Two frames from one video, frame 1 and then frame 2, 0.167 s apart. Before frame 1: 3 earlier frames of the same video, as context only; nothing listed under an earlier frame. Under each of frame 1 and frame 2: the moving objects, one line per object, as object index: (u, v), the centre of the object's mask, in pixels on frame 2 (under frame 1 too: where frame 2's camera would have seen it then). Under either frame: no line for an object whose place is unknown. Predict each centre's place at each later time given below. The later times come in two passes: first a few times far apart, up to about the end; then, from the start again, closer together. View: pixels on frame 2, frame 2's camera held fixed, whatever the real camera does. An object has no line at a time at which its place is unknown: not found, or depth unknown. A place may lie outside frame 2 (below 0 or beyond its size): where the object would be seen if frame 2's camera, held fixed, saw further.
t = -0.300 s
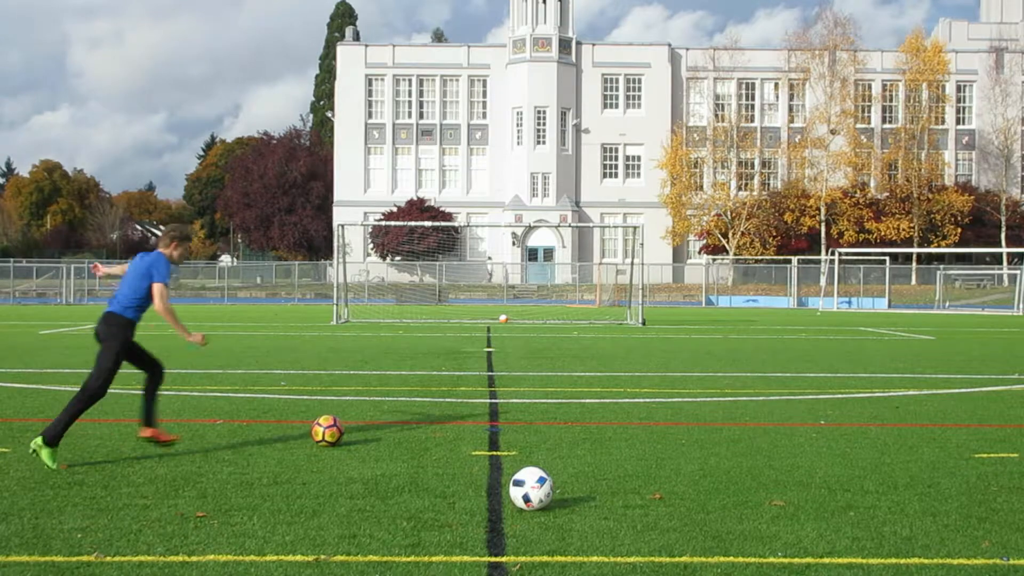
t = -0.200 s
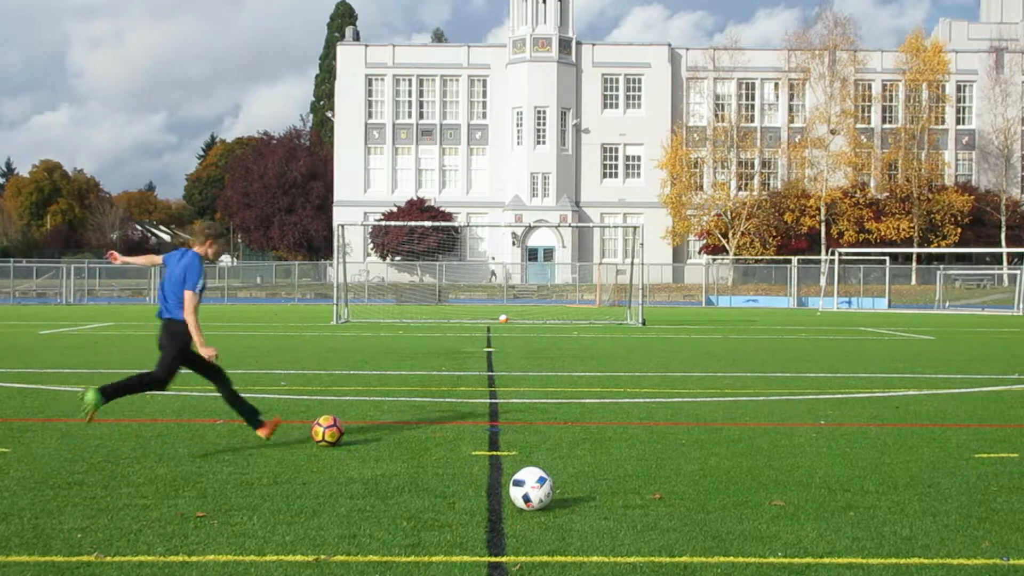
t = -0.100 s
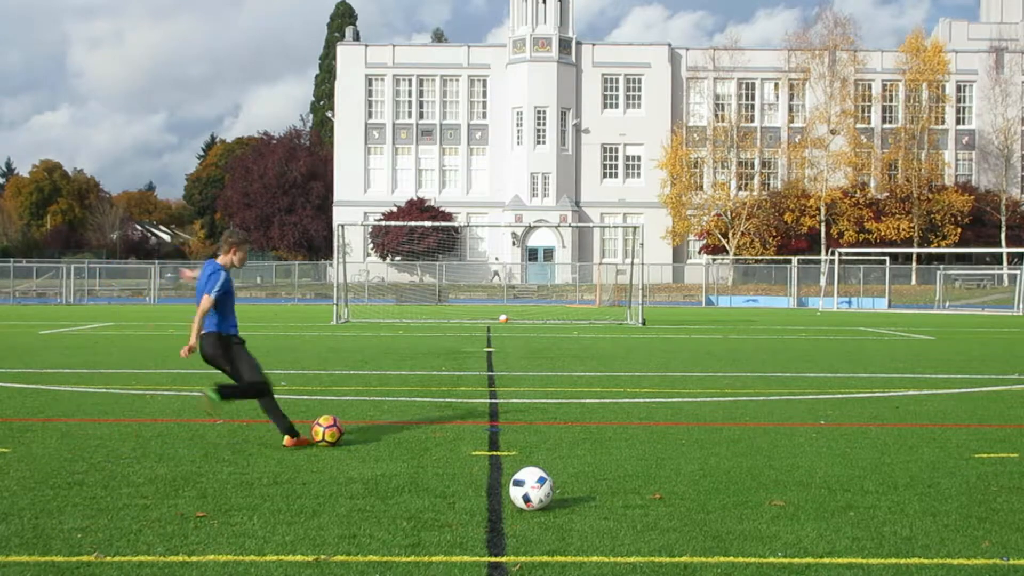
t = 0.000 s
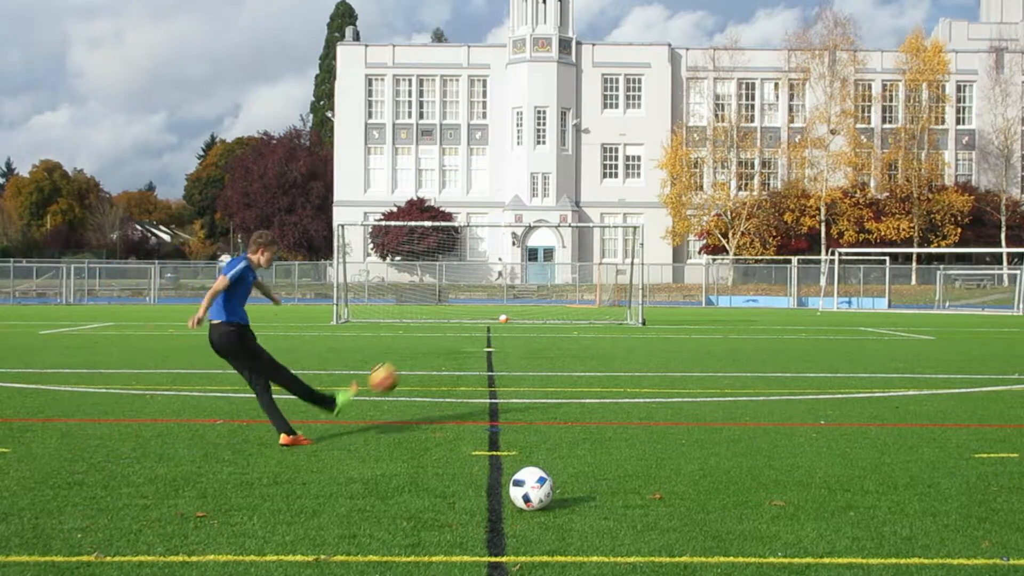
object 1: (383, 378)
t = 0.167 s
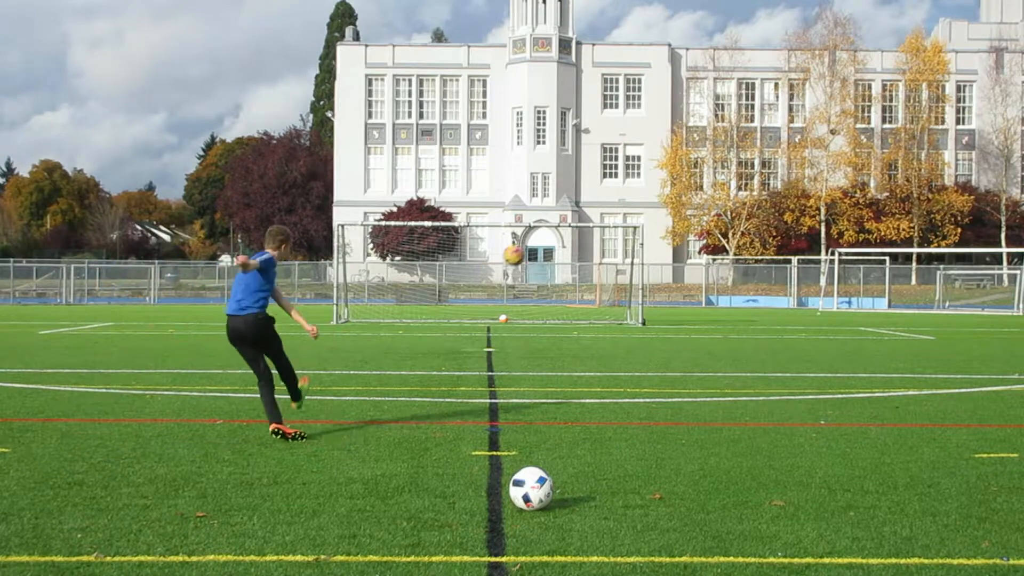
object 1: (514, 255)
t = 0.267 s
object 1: (555, 218)
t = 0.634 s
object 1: (615, 184)
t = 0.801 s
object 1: (618, 194)
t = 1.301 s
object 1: (597, 269)
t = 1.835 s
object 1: (607, 301)
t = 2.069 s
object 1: (611, 304)
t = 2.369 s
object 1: (617, 315)
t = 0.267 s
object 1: (555, 218)
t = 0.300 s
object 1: (566, 210)
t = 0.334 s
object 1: (575, 202)
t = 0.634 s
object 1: (615, 184)
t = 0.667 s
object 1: (616, 185)
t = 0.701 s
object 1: (617, 187)
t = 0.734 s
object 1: (618, 189)
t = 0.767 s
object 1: (618, 191)
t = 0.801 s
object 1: (618, 194)
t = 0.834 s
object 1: (618, 197)
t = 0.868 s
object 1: (618, 201)
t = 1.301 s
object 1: (597, 269)
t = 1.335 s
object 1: (595, 277)
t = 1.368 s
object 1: (593, 283)
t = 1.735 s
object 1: (602, 304)
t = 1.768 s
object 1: (605, 302)
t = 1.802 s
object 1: (605, 301)
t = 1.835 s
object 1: (607, 301)
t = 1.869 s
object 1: (607, 300)
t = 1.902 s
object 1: (608, 300)
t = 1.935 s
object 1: (608, 301)
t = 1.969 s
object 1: (609, 301)
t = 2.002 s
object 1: (609, 302)
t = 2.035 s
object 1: (610, 303)
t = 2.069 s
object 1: (611, 304)
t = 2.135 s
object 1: (612, 310)
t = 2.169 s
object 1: (613, 313)
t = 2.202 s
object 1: (614, 317)
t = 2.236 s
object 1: (615, 318)
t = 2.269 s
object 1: (615, 319)
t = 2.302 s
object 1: (616, 317)
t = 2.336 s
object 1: (617, 316)
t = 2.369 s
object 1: (617, 315)
